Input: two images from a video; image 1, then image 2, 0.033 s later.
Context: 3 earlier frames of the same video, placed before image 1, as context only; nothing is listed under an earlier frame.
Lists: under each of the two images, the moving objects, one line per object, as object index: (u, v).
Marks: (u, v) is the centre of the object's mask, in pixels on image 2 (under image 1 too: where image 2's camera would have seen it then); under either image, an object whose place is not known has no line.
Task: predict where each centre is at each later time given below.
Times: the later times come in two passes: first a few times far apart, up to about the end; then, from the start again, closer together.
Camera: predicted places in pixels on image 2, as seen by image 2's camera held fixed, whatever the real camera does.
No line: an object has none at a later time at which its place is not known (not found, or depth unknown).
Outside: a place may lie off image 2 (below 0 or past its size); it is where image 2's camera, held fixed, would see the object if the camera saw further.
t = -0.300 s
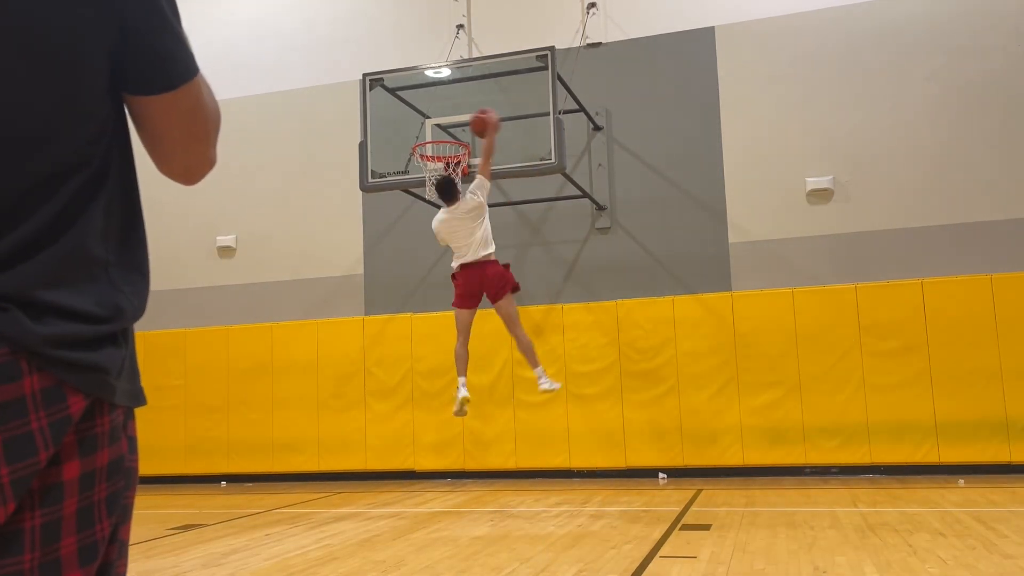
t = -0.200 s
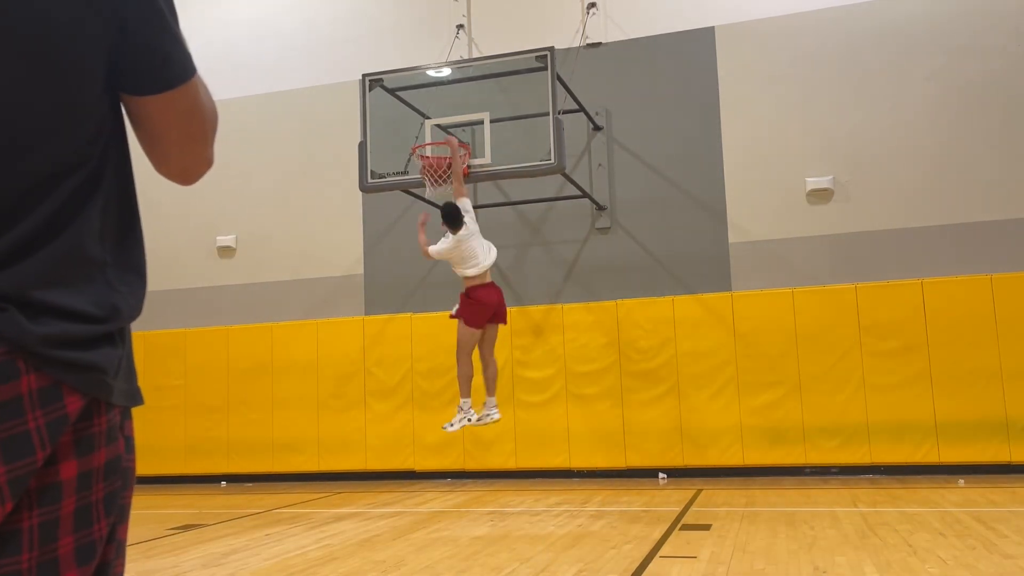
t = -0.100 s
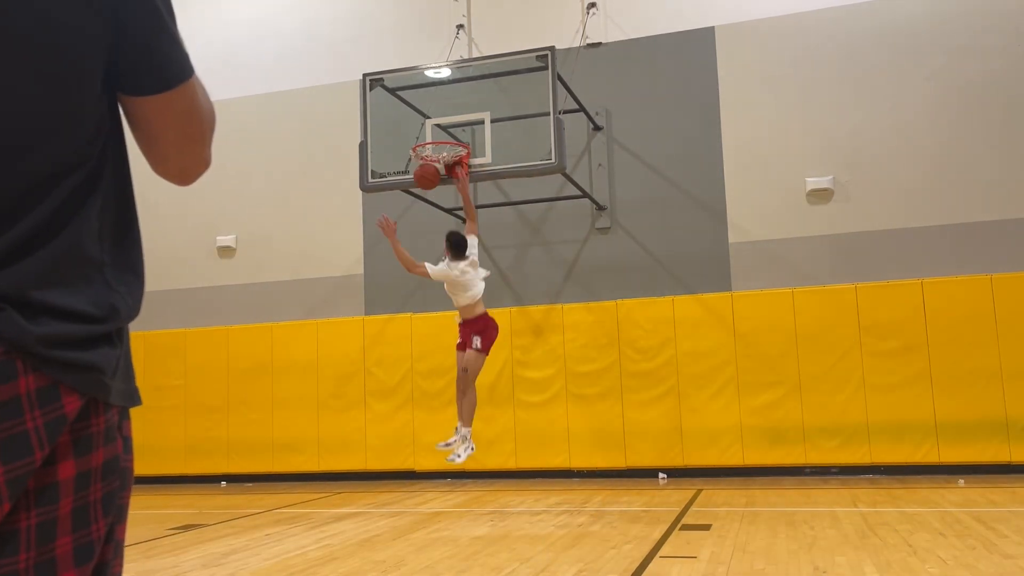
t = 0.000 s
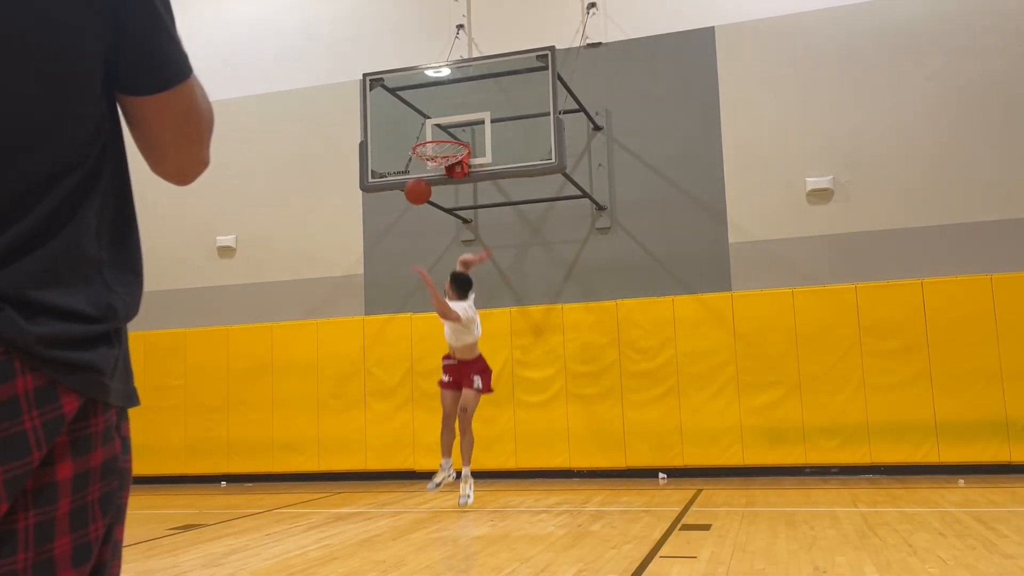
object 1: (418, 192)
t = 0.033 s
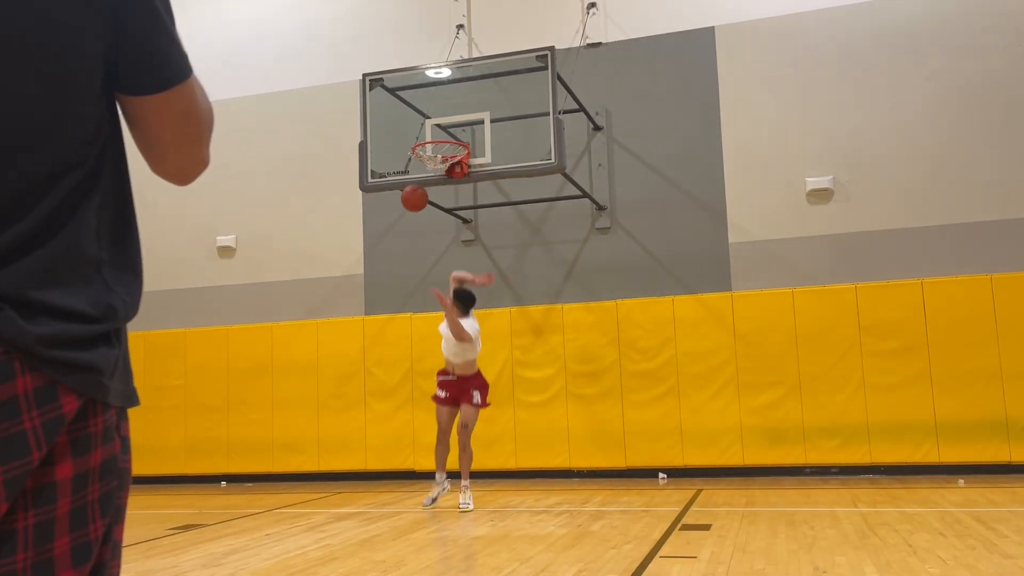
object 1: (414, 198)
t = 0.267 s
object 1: (393, 283)
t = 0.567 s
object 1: (364, 493)
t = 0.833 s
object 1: (353, 374)
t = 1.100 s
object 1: (343, 319)
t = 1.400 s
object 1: (332, 363)
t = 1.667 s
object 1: (323, 505)
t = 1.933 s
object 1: (310, 422)
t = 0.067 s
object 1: (411, 207)
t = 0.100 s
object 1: (408, 216)
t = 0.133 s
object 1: (405, 227)
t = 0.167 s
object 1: (402, 239)
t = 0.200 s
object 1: (399, 252)
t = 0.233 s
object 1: (396, 267)
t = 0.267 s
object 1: (393, 283)
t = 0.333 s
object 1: (387, 319)
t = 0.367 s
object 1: (383, 339)
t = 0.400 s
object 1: (380, 361)
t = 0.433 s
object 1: (377, 385)
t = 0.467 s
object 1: (374, 409)
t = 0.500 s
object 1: (371, 436)
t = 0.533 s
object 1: (368, 465)
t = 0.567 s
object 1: (364, 493)
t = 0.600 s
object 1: (363, 492)
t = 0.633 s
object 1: (361, 471)
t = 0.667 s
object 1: (360, 451)
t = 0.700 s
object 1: (358, 433)
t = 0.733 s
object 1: (357, 416)
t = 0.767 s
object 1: (356, 400)
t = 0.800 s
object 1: (354, 386)
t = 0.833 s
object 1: (353, 374)
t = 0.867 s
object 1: (352, 362)
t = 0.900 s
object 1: (350, 352)
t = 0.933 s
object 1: (349, 343)
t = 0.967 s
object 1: (348, 336)
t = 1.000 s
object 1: (347, 330)
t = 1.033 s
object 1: (345, 325)
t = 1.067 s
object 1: (344, 321)
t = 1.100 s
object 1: (343, 319)
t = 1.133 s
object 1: (341, 318)
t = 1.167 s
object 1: (340, 319)
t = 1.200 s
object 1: (339, 321)
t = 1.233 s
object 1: (338, 324)
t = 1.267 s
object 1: (337, 329)
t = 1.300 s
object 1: (336, 335)
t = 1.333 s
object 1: (334, 343)
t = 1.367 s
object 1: (333, 352)
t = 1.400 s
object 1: (332, 363)
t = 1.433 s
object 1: (331, 375)
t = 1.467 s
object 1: (330, 388)
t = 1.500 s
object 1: (329, 404)
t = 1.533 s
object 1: (327, 421)
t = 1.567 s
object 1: (326, 439)
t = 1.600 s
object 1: (325, 460)
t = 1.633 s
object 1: (324, 481)
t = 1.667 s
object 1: (323, 505)
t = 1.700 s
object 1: (322, 511)
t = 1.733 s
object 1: (320, 493)
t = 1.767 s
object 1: (318, 478)
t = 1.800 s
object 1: (317, 464)
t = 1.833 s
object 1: (315, 451)
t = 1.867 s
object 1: (313, 440)
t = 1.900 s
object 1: (311, 430)
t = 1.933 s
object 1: (310, 422)
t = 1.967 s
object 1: (308, 415)
